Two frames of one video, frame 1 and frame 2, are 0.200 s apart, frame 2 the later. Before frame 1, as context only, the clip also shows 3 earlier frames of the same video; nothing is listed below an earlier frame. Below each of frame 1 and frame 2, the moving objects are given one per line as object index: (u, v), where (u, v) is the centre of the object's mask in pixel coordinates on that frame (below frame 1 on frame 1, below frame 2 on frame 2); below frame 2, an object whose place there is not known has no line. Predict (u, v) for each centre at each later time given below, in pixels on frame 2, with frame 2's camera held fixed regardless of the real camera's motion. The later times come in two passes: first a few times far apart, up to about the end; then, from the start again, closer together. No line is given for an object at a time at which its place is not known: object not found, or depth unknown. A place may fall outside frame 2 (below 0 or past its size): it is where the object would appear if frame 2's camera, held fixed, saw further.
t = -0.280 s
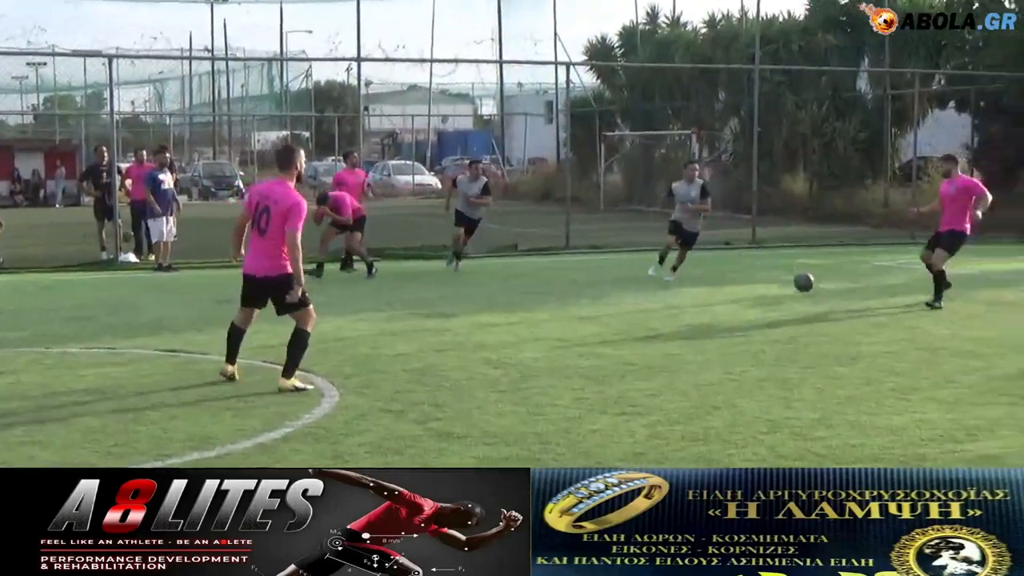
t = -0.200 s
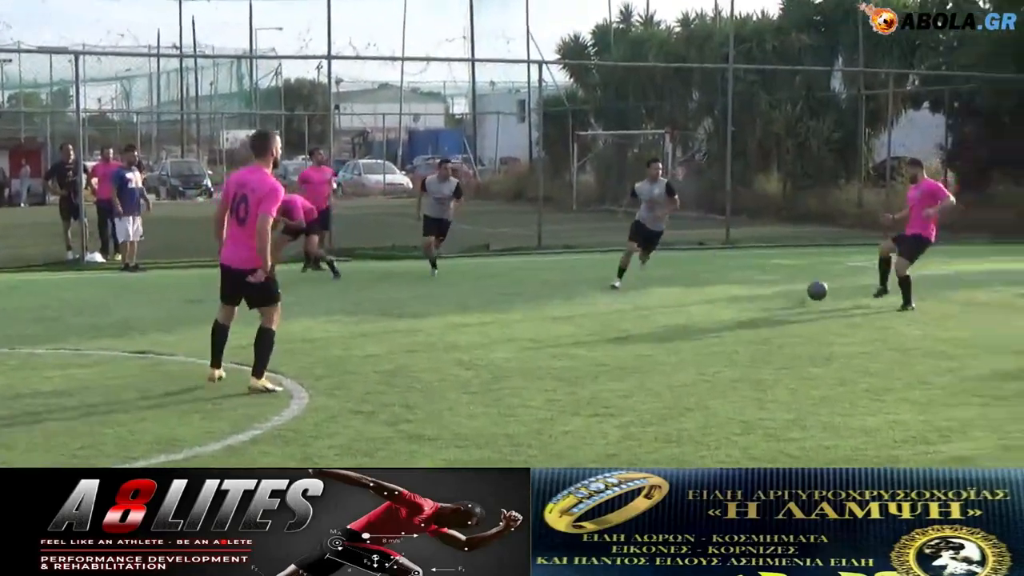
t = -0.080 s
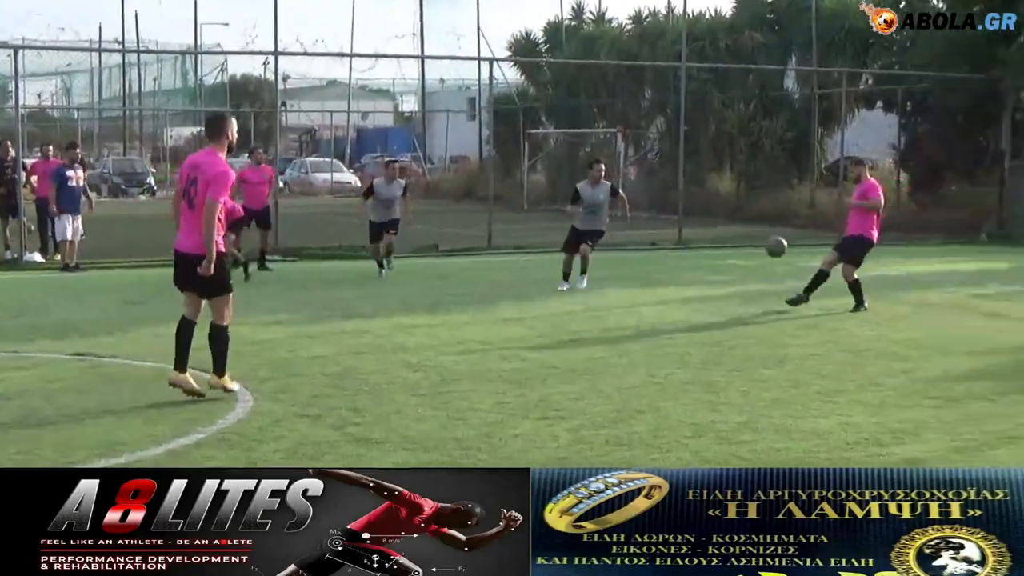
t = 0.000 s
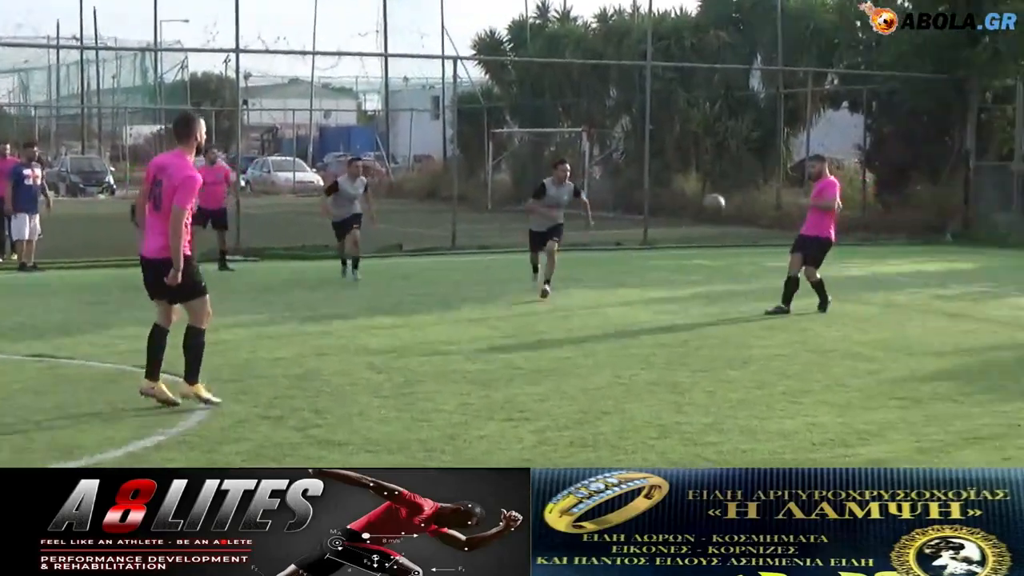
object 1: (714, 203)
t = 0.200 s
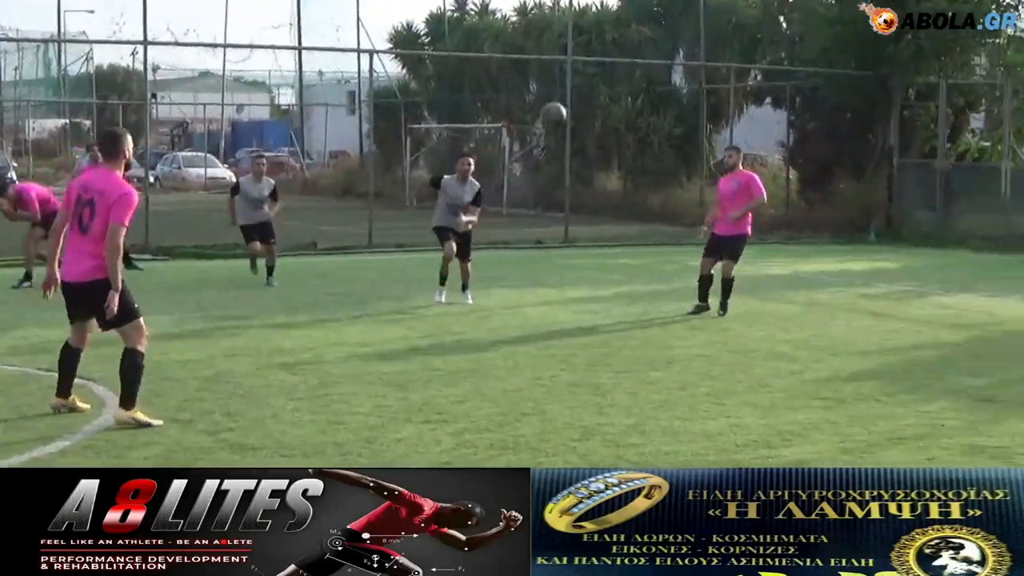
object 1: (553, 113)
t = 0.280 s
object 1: (520, 87)
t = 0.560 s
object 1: (359, 54)
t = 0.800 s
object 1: (183, 118)
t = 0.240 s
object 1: (537, 98)
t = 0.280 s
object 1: (520, 87)
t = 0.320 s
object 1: (499, 76)
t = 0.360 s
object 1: (480, 65)
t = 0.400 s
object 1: (459, 59)
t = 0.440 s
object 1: (436, 54)
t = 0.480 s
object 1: (412, 53)
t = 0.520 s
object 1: (386, 53)
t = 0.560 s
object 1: (359, 54)
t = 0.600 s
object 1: (332, 57)
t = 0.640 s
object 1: (303, 63)
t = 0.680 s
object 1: (272, 72)
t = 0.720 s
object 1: (242, 84)
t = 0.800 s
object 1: (183, 118)
